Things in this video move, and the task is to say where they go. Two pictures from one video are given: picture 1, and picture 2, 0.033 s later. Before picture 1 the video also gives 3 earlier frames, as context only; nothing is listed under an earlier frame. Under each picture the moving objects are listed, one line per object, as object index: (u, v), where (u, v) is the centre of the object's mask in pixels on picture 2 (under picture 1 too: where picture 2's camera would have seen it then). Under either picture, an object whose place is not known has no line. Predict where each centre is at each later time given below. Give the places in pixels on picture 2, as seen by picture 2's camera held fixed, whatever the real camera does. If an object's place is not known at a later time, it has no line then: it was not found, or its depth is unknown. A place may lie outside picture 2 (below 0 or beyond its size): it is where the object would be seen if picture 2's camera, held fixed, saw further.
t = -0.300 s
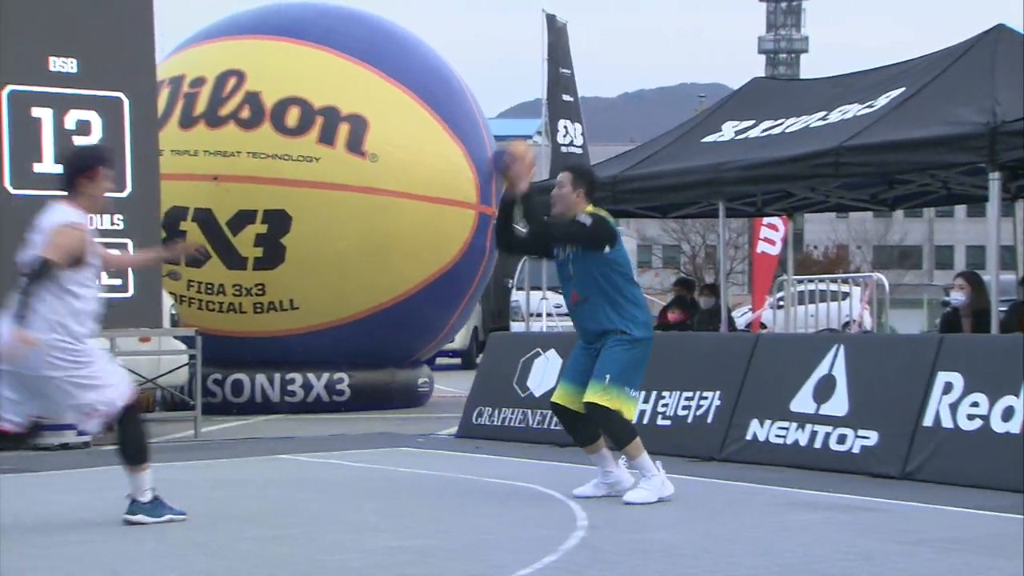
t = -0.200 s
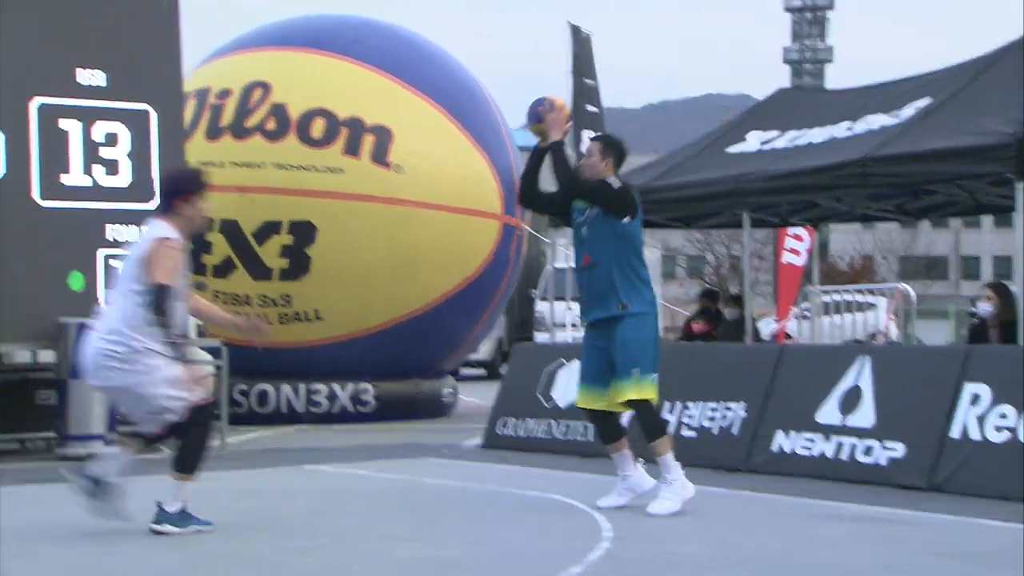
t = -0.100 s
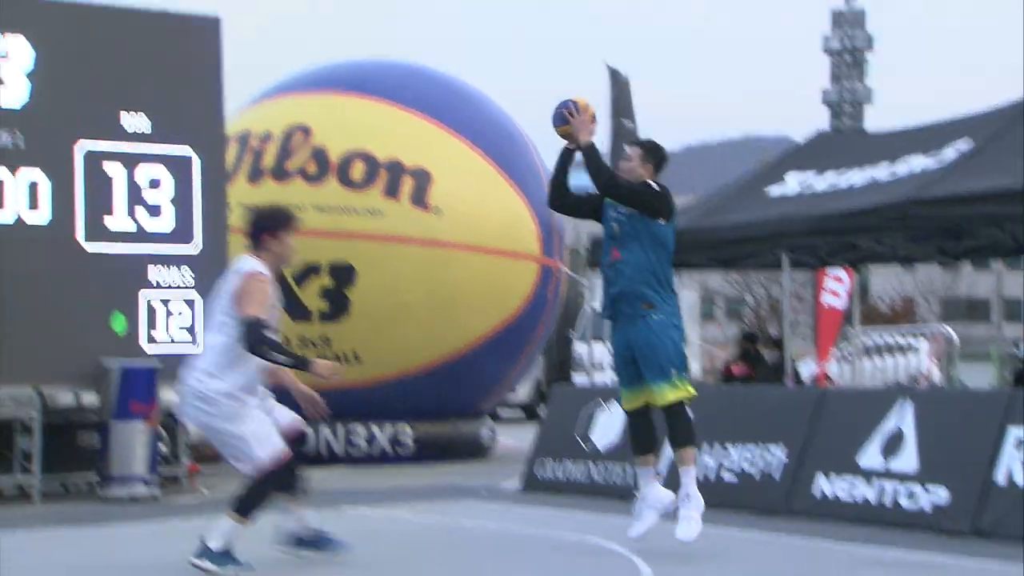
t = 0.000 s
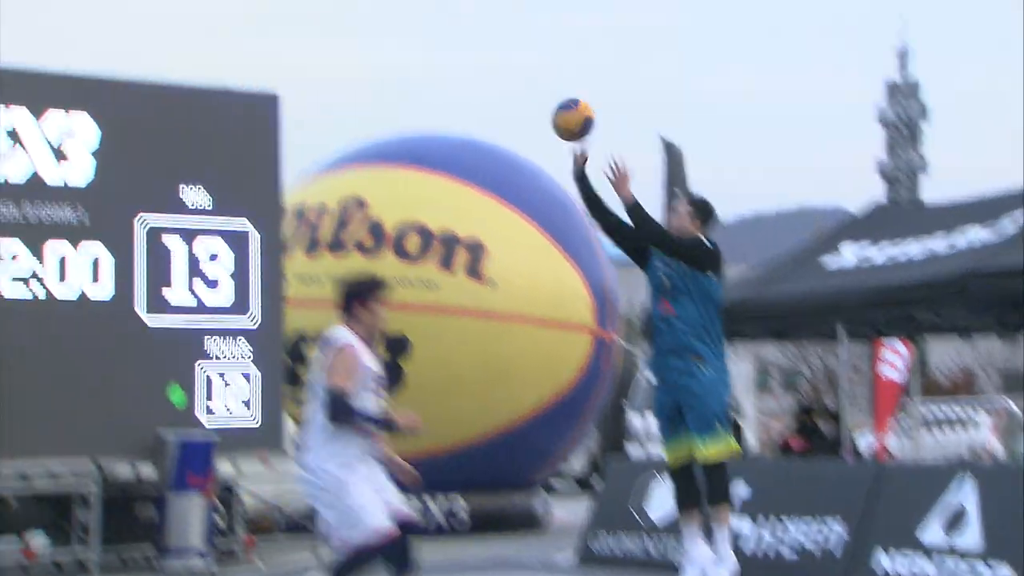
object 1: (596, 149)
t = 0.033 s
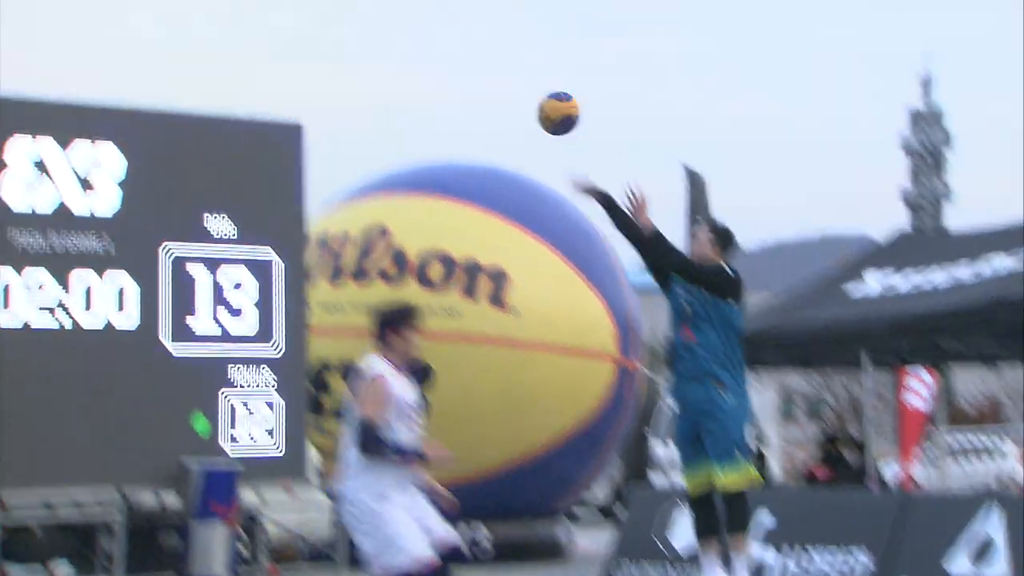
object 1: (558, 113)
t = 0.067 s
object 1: (521, 81)
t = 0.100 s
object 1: (484, 50)
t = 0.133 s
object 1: (447, 21)
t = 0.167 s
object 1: (410, -7)
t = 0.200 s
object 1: (373, -33)
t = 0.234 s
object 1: (336, -58)
